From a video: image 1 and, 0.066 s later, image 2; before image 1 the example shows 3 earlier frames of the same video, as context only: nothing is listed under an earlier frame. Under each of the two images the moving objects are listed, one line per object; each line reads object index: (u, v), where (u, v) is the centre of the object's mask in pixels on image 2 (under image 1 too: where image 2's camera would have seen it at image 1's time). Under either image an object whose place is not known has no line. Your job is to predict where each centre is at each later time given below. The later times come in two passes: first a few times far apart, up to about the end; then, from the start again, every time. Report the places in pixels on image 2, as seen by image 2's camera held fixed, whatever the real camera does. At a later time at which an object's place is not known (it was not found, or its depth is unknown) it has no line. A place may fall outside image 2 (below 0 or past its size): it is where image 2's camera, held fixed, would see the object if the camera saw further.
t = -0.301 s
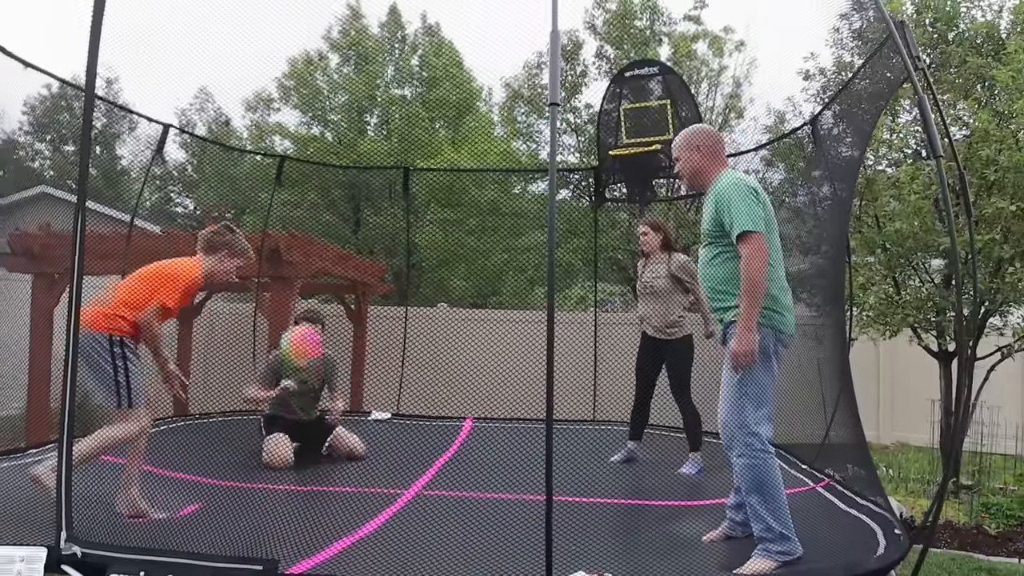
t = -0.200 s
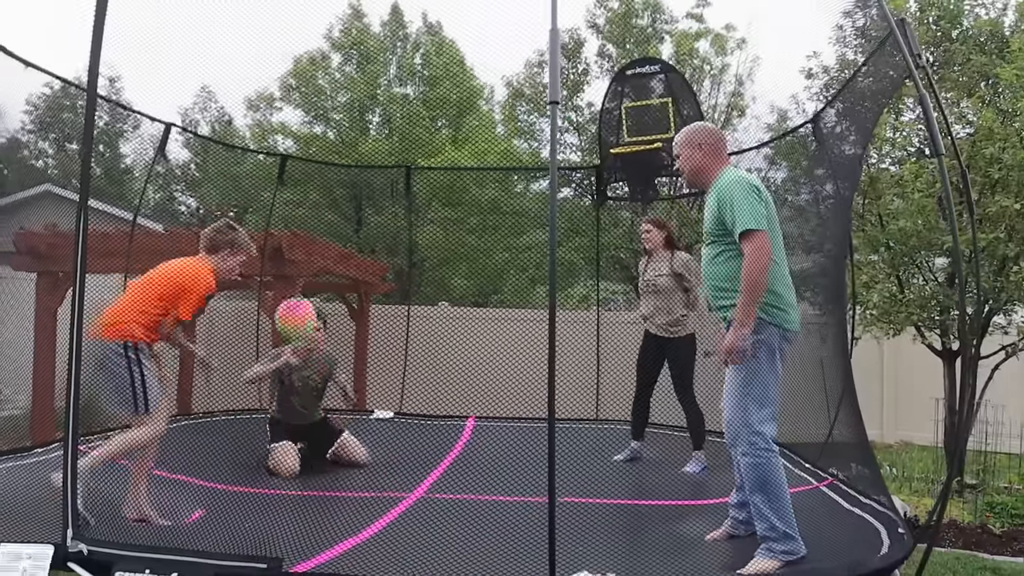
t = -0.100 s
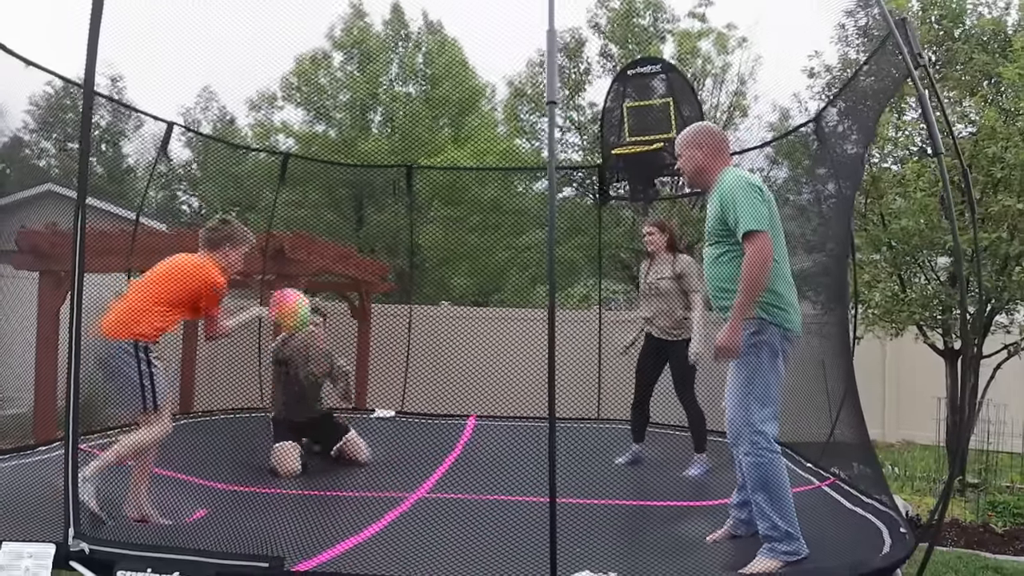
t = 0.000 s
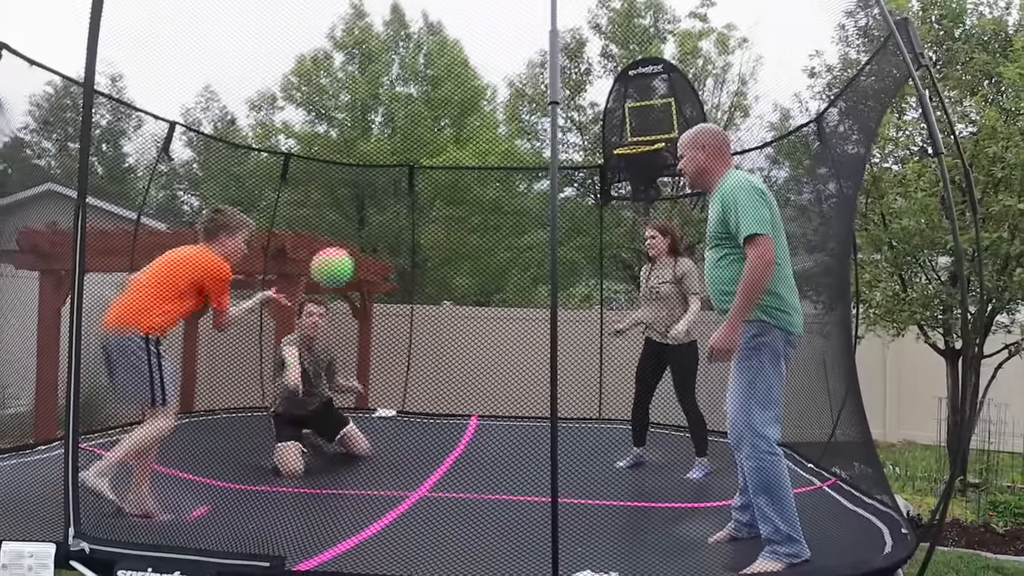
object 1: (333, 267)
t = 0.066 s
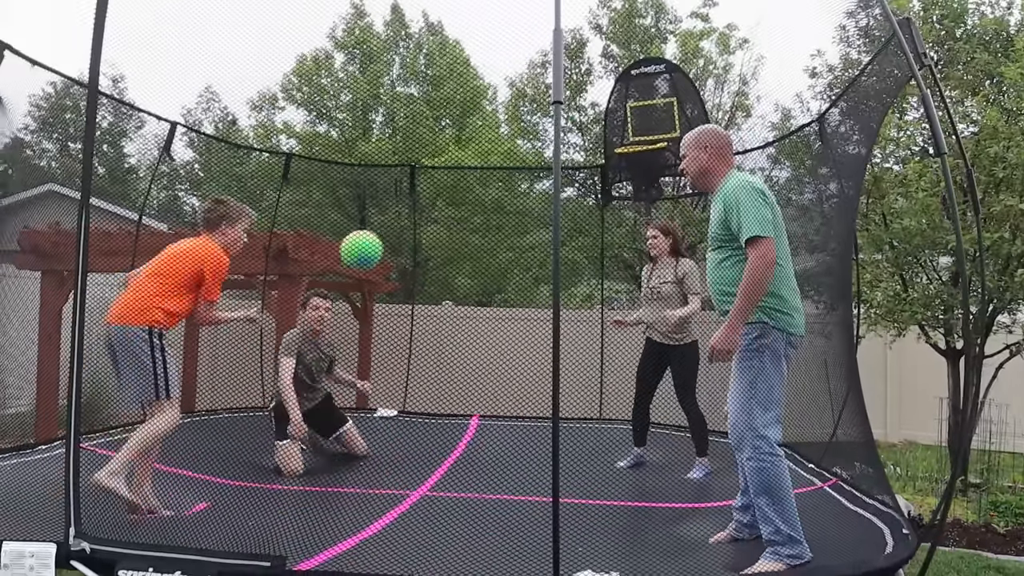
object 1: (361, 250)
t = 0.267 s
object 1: (442, 249)
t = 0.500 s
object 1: (524, 337)
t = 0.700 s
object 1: (585, 473)
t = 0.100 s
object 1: (375, 245)
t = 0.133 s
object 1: (388, 241)
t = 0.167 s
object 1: (402, 241)
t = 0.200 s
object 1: (415, 241)
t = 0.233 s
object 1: (427, 244)
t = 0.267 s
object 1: (442, 249)
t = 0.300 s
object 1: (453, 258)
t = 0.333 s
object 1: (465, 265)
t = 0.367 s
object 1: (477, 276)
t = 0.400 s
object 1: (490, 287)
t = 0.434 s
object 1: (503, 301)
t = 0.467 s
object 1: (513, 318)
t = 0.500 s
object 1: (524, 337)
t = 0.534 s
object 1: (535, 358)
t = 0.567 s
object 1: (545, 379)
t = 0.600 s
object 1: (559, 403)
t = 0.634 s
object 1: (572, 430)
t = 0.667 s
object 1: (578, 456)
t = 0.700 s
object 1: (585, 473)
